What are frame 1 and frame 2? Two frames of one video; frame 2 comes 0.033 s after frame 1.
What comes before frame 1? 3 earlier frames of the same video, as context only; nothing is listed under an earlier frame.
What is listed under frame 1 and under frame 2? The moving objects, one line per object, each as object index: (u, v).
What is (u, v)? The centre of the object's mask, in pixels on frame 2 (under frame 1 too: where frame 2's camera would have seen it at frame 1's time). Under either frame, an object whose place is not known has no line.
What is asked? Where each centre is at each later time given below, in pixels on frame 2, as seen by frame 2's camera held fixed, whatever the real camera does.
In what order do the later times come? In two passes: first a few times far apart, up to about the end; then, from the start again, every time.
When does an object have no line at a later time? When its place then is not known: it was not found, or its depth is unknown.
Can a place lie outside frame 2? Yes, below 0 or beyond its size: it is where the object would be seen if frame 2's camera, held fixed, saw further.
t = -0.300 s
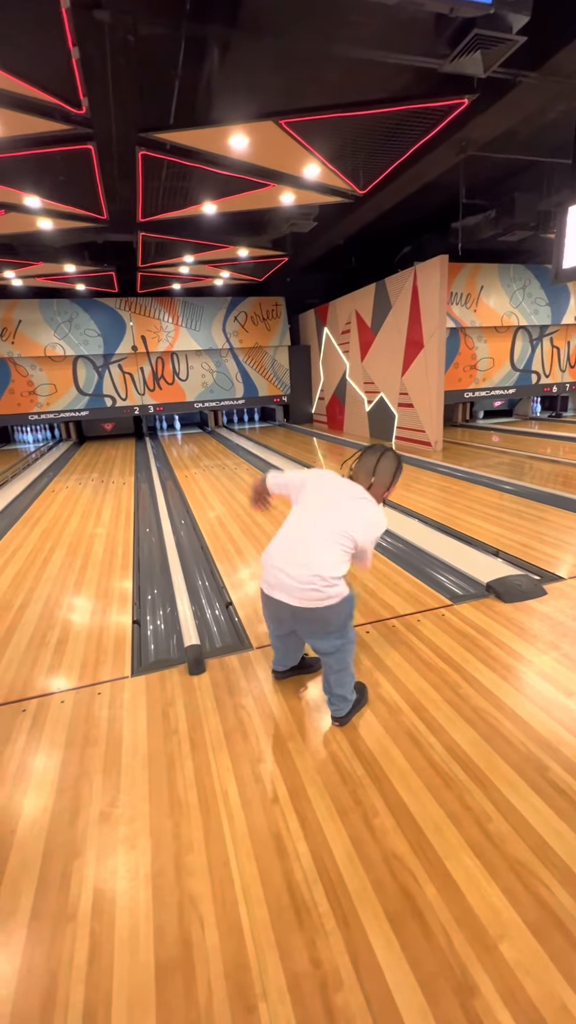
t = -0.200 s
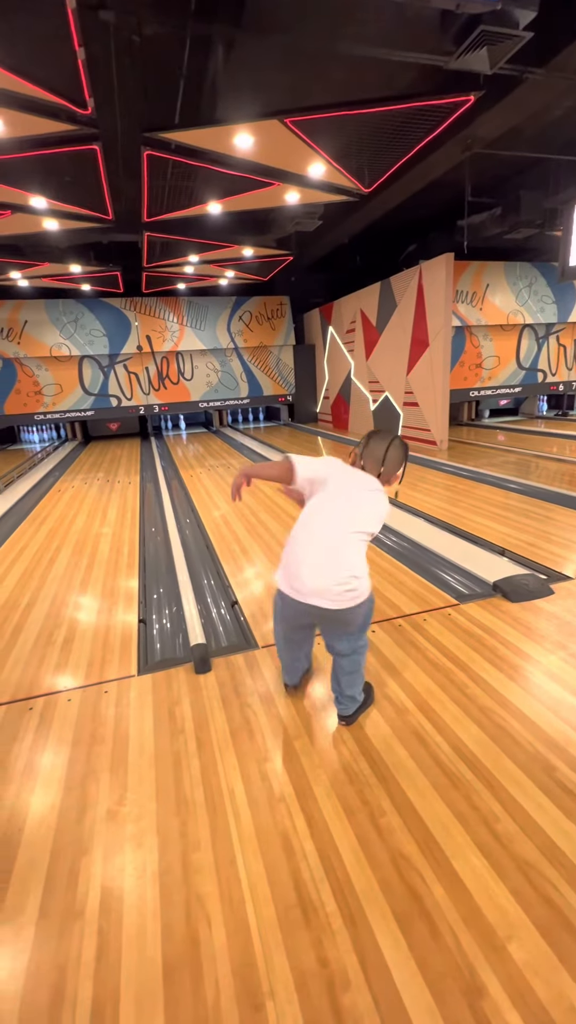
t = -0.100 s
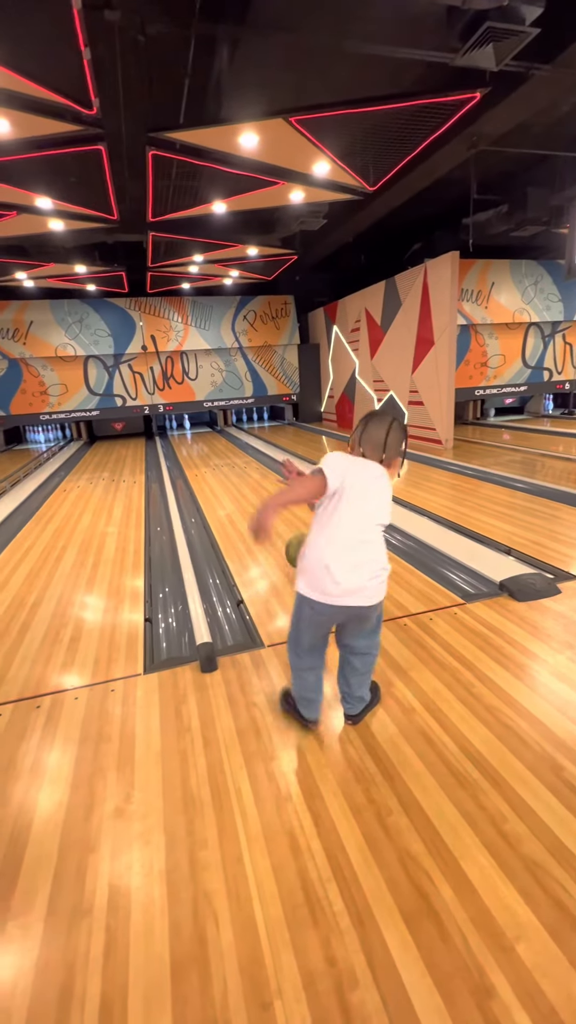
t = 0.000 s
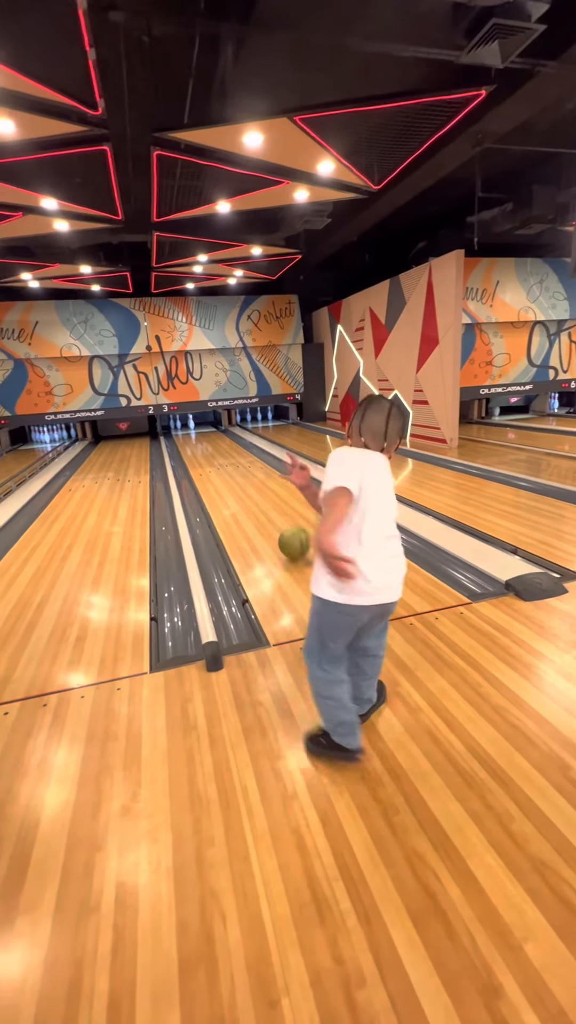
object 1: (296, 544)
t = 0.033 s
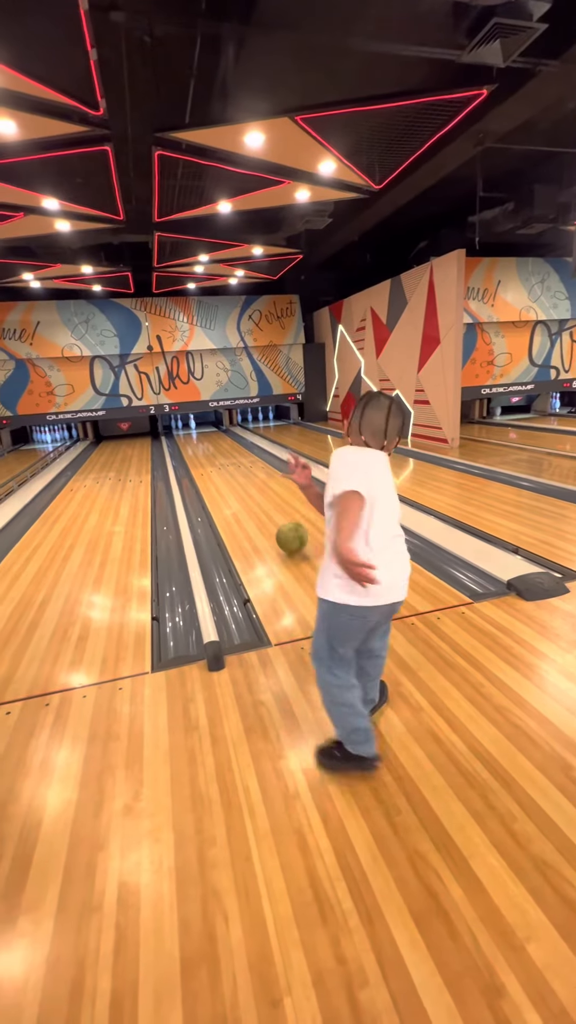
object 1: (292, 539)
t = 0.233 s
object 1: (272, 519)
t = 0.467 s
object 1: (254, 502)
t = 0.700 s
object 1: (241, 488)
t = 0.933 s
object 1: (230, 478)
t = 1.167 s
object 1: (221, 469)
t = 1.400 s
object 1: (213, 462)
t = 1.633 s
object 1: (207, 455)
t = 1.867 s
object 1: (201, 450)
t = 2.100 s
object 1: (196, 446)
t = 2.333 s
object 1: (191, 445)
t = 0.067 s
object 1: (288, 535)
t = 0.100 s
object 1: (284, 532)
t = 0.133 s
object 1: (281, 528)
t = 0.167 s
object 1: (278, 525)
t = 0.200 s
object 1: (275, 522)
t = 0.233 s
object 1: (272, 519)
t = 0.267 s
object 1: (269, 516)
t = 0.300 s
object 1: (266, 514)
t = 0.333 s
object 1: (264, 511)
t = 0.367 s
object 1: (261, 509)
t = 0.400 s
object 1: (259, 506)
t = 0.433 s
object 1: (257, 504)
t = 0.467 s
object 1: (254, 502)
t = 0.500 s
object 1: (252, 500)
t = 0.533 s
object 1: (250, 497)
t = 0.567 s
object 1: (248, 495)
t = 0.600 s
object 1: (246, 493)
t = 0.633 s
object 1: (244, 492)
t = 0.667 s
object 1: (242, 490)
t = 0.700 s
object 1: (241, 488)
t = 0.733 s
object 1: (239, 486)
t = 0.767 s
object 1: (237, 485)
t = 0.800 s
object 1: (236, 483)
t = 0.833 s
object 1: (234, 482)
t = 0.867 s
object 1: (233, 480)
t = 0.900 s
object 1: (231, 479)
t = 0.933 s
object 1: (230, 478)
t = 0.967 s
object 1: (229, 477)
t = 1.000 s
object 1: (227, 475)
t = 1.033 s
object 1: (226, 474)
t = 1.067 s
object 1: (224, 472)
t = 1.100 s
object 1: (223, 471)
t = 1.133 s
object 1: (222, 470)
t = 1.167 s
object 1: (221, 469)
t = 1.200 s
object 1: (220, 468)
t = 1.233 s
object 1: (219, 467)
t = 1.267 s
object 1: (218, 466)
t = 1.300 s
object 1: (217, 465)
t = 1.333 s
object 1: (215, 463)
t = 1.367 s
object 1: (215, 462)
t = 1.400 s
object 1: (213, 462)
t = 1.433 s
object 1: (212, 461)
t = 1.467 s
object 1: (211, 460)
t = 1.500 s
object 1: (211, 459)
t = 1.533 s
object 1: (210, 457)
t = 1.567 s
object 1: (209, 457)
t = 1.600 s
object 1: (208, 456)
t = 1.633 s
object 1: (207, 455)
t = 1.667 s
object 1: (206, 455)
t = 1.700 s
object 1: (206, 454)
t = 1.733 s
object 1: (205, 453)
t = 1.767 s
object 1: (204, 452)
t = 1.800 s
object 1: (203, 451)
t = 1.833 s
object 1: (202, 451)
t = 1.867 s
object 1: (201, 450)
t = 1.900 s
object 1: (200, 449)
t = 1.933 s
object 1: (199, 448)
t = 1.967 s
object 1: (198, 447)
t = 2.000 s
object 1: (198, 447)
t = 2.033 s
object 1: (197, 446)
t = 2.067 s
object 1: (197, 445)
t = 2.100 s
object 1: (196, 446)
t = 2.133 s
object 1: (196, 447)
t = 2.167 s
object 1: (194, 448)
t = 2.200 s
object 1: (194, 447)
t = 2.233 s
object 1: (193, 447)
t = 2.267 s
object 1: (192, 446)
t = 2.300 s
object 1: (192, 446)
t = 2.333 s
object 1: (191, 445)
